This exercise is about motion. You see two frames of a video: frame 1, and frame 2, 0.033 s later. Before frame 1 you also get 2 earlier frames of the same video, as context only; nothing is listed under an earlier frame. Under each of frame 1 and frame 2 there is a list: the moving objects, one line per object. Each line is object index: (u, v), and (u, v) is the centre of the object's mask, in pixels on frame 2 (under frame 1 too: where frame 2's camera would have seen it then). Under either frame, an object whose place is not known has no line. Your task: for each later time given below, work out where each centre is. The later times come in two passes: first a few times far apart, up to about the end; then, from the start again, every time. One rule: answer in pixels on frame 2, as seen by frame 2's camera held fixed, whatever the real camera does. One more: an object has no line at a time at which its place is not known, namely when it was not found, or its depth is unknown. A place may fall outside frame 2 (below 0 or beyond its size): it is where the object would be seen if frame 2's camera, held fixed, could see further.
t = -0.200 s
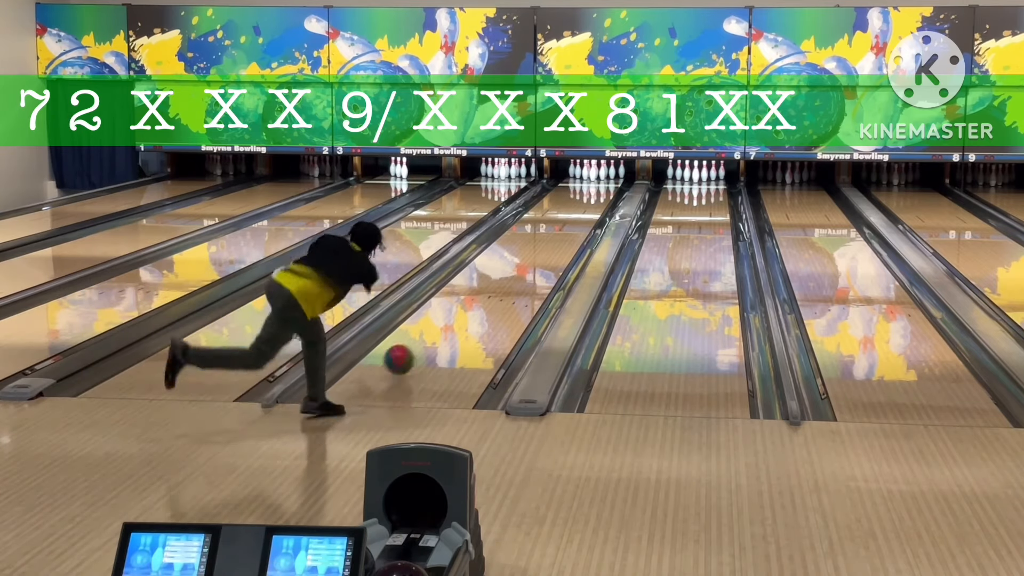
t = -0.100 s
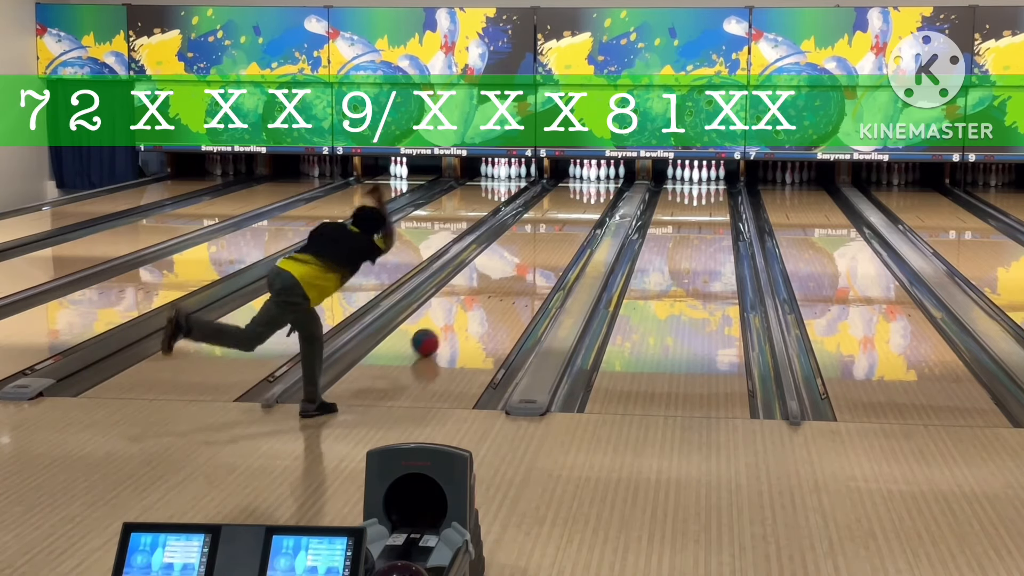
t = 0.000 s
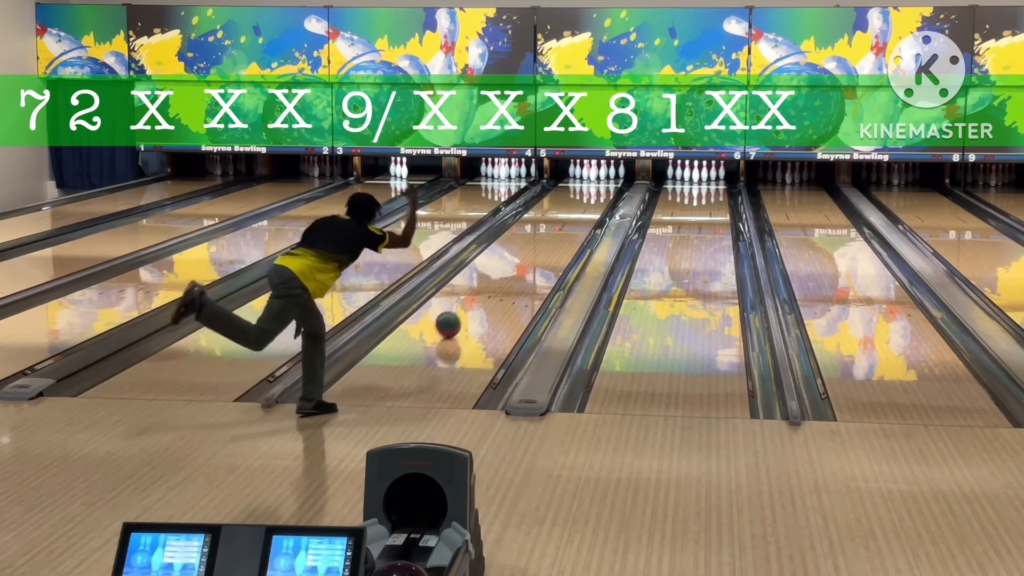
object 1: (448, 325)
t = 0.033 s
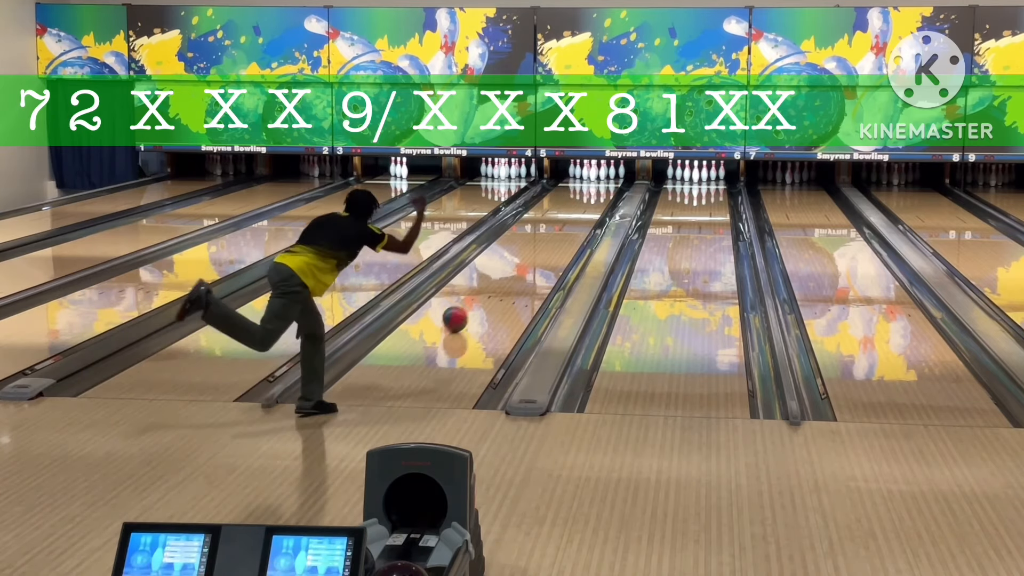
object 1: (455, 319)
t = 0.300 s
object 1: (501, 283)
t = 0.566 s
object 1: (536, 254)
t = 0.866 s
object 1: (565, 230)
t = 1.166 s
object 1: (587, 211)
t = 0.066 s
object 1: (462, 314)
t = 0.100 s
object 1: (468, 309)
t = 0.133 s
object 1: (474, 304)
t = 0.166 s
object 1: (480, 299)
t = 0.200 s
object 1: (486, 295)
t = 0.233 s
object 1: (491, 290)
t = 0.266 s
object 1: (497, 286)
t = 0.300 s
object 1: (501, 283)
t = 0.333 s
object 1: (506, 279)
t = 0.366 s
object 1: (511, 275)
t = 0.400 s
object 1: (515, 271)
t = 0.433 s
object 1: (520, 267)
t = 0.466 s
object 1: (524, 264)
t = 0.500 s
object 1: (528, 260)
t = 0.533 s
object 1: (532, 257)
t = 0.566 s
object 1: (536, 254)
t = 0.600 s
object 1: (540, 251)
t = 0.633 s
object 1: (543, 248)
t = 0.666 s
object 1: (547, 246)
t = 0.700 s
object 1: (551, 243)
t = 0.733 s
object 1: (553, 240)
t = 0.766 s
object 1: (556, 238)
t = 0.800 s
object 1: (559, 235)
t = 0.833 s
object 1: (562, 233)
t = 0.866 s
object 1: (565, 230)
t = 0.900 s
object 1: (568, 229)
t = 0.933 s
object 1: (571, 226)
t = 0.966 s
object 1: (573, 223)
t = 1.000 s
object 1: (575, 221)
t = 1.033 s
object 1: (578, 219)
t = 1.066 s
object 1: (580, 217)
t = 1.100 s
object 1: (582, 216)
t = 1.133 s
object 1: (584, 213)
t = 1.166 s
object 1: (587, 211)
